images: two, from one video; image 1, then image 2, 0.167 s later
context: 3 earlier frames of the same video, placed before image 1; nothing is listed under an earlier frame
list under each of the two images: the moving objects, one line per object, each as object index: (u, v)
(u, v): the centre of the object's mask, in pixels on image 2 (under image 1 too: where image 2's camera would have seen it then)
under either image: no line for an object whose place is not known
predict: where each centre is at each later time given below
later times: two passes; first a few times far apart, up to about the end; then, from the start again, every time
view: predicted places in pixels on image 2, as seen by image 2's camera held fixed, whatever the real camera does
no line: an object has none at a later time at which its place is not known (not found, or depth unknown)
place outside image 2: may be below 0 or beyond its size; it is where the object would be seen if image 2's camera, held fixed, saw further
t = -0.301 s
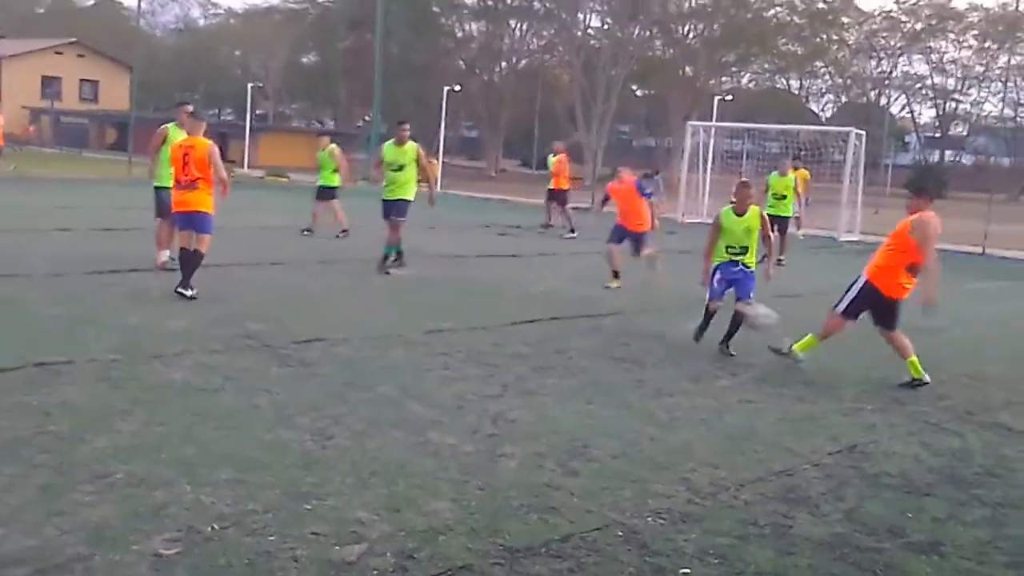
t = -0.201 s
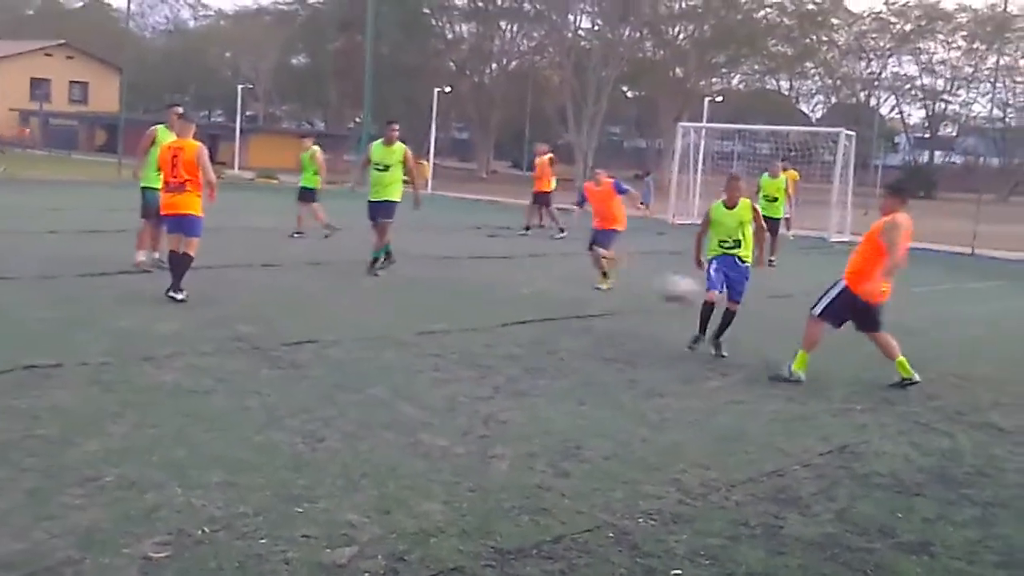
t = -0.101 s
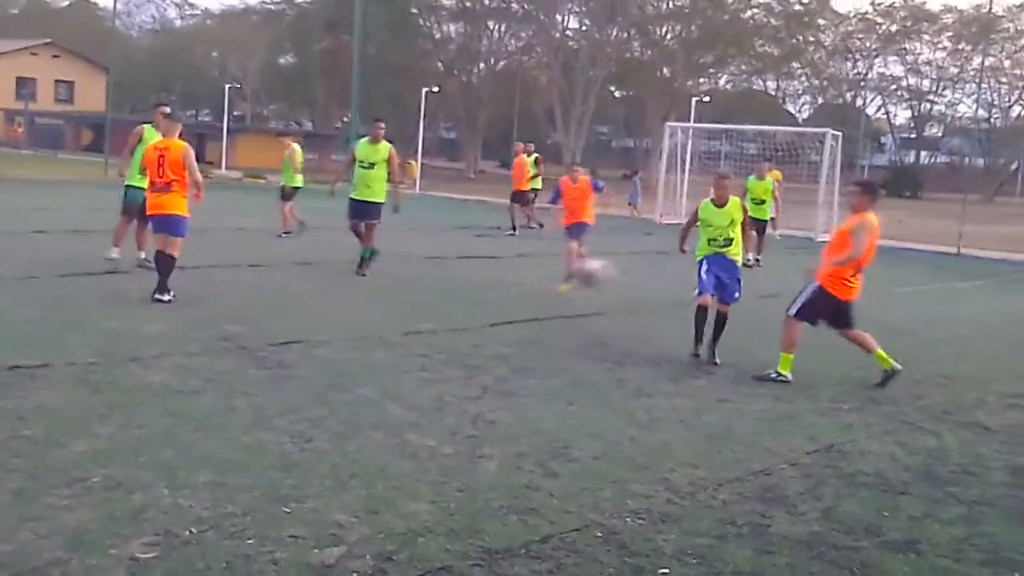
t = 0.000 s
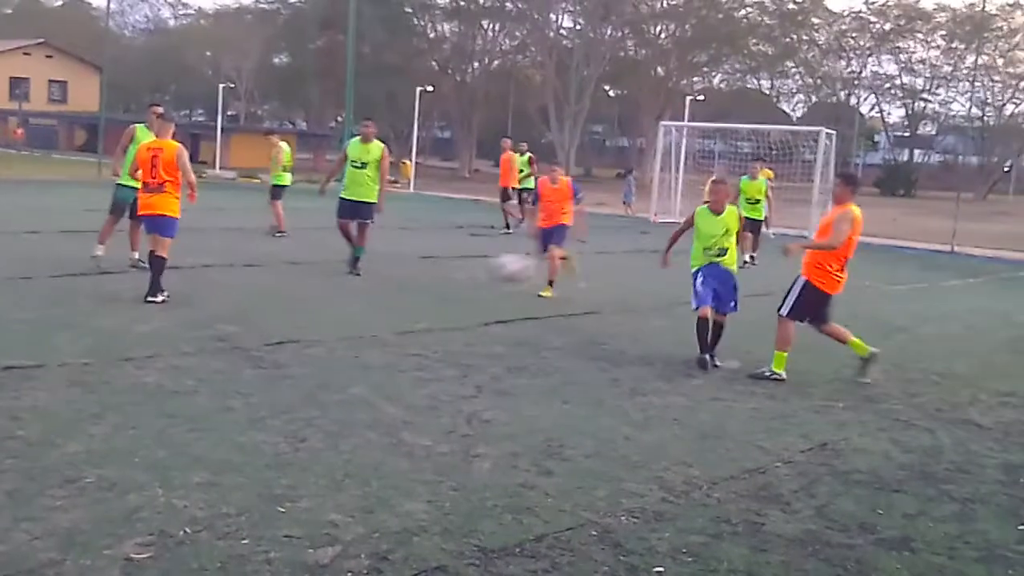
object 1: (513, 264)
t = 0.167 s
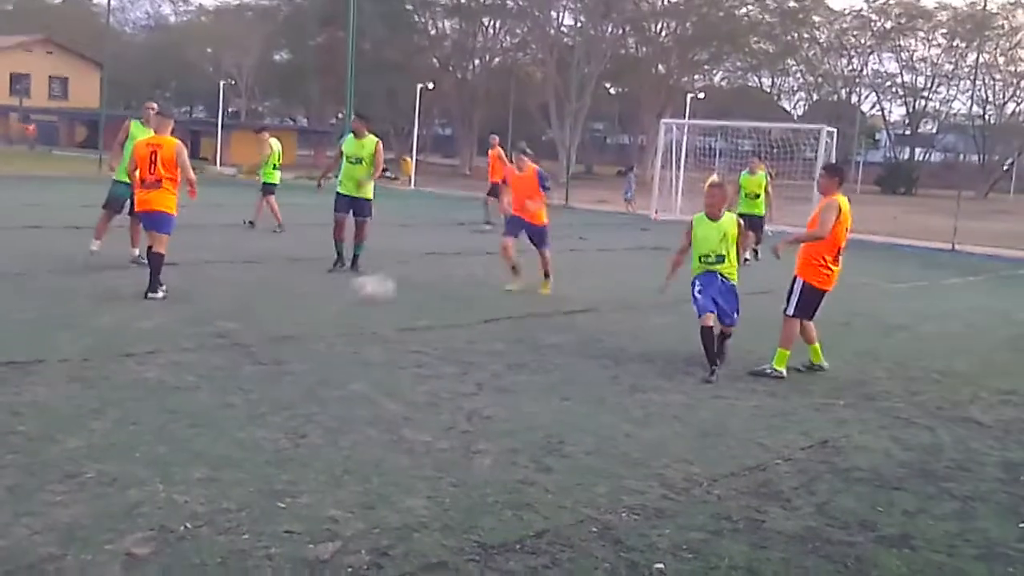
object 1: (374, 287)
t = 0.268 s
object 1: (285, 322)
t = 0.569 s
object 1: (101, 327)
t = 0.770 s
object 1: (3, 354)
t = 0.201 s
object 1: (345, 296)
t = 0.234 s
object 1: (315, 307)
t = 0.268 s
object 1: (285, 322)
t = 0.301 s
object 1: (253, 337)
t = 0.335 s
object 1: (220, 355)
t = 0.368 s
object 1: (197, 363)
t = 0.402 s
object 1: (183, 351)
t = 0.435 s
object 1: (166, 342)
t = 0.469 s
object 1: (151, 335)
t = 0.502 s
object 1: (133, 329)
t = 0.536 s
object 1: (118, 328)
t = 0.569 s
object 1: (101, 327)
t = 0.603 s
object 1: (84, 327)
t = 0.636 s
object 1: (67, 328)
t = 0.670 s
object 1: (49, 331)
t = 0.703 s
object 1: (29, 338)
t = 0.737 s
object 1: (15, 345)
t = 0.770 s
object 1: (3, 354)
